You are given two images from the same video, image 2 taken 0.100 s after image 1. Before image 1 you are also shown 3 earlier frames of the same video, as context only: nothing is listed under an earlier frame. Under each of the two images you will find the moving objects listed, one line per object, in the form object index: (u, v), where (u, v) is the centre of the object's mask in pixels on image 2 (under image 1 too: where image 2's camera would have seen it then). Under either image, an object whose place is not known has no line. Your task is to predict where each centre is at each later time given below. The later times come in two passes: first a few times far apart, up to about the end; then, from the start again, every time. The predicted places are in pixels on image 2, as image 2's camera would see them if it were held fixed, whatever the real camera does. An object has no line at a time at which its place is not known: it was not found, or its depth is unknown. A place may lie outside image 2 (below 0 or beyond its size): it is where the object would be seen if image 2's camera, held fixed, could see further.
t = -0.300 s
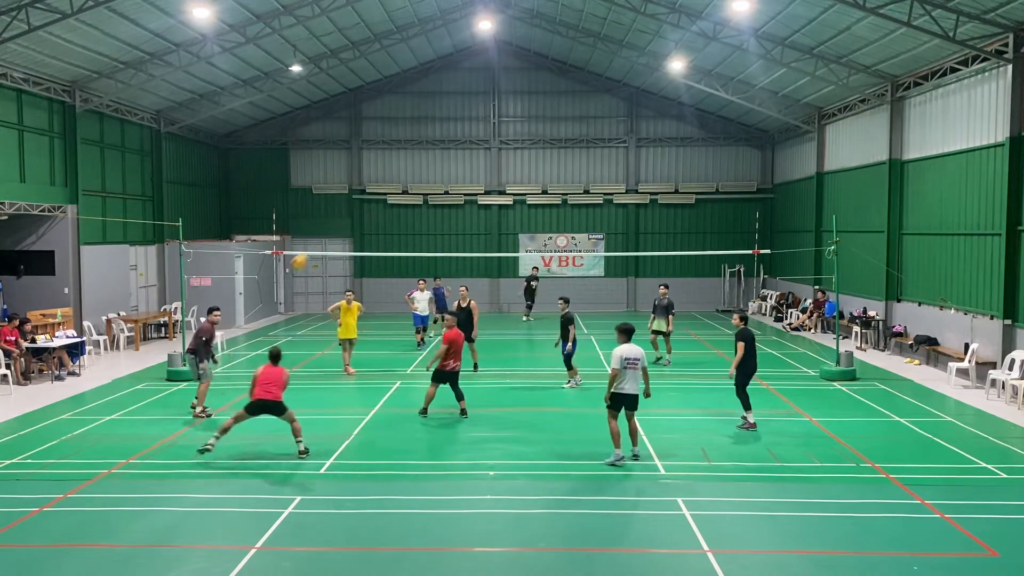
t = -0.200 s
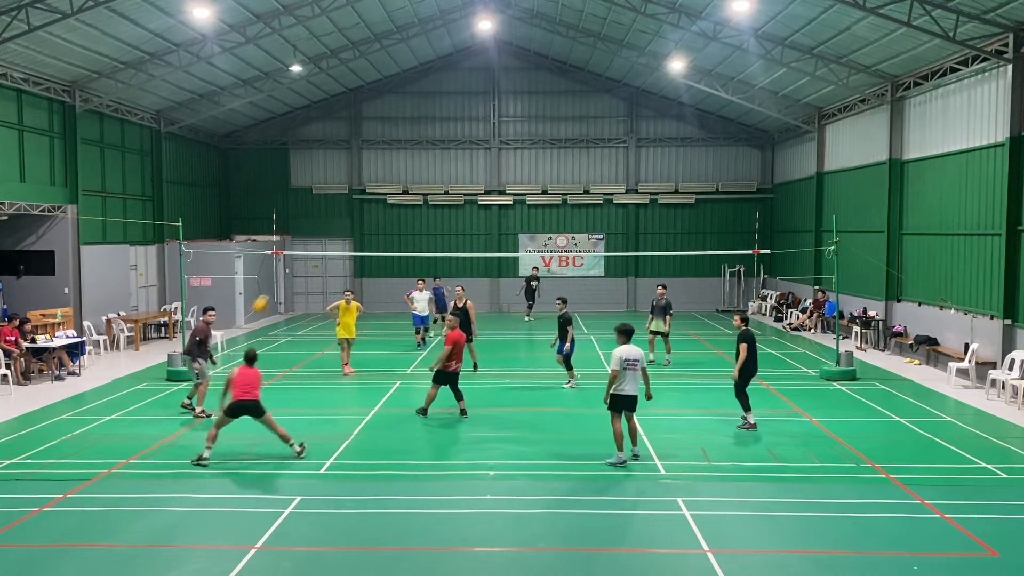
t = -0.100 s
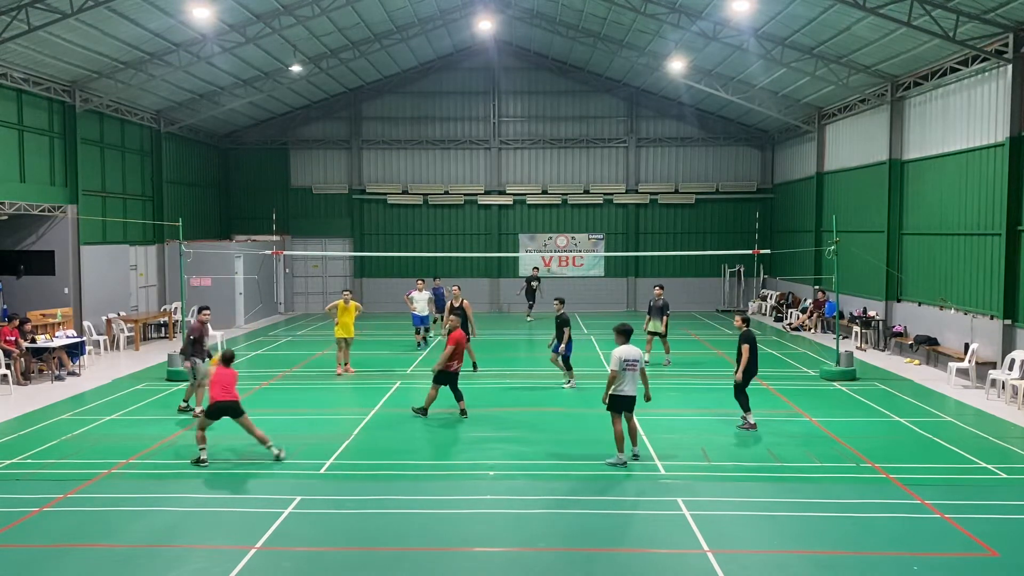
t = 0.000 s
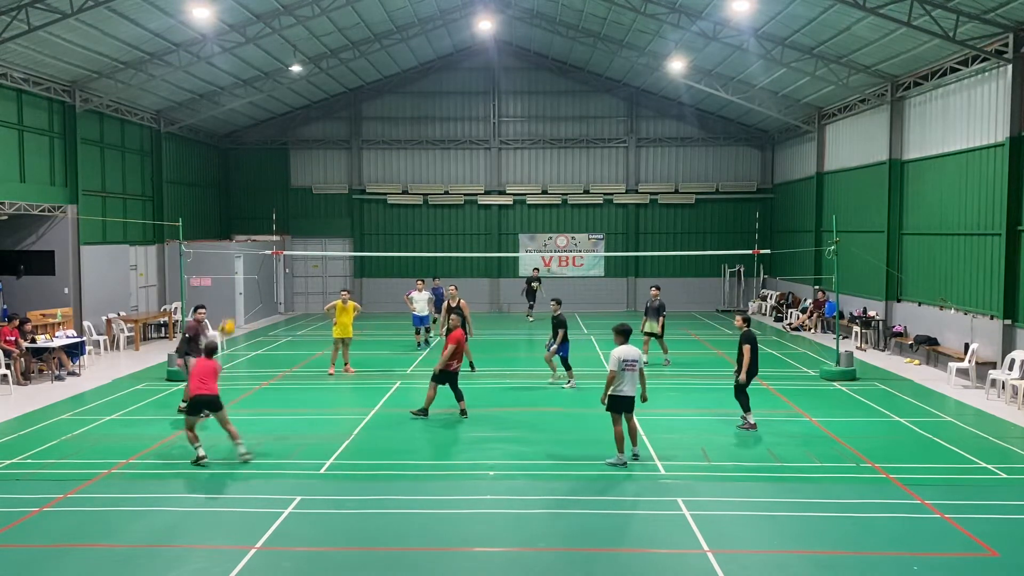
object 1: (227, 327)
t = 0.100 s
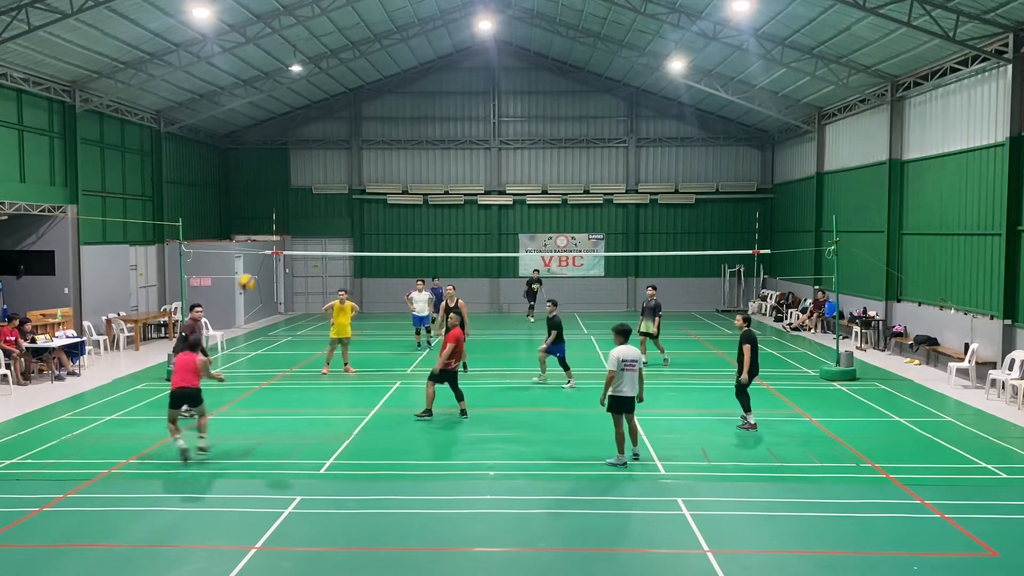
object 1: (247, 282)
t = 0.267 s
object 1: (275, 229)
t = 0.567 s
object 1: (322, 192)
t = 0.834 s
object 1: (358, 207)
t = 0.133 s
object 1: (252, 269)
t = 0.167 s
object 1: (258, 258)
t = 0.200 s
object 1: (264, 247)
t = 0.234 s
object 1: (270, 238)
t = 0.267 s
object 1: (275, 229)
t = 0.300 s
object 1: (281, 222)
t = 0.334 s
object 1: (286, 216)
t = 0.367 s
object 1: (291, 210)
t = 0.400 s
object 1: (297, 205)
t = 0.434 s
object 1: (302, 201)
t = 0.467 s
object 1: (307, 197)
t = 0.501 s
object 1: (312, 195)
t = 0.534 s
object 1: (317, 193)
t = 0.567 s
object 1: (322, 192)
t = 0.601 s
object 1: (327, 192)
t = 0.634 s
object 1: (332, 192)
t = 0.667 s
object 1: (336, 193)
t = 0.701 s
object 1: (341, 195)
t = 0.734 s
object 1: (345, 197)
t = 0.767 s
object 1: (349, 199)
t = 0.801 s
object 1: (354, 203)
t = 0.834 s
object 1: (358, 207)
